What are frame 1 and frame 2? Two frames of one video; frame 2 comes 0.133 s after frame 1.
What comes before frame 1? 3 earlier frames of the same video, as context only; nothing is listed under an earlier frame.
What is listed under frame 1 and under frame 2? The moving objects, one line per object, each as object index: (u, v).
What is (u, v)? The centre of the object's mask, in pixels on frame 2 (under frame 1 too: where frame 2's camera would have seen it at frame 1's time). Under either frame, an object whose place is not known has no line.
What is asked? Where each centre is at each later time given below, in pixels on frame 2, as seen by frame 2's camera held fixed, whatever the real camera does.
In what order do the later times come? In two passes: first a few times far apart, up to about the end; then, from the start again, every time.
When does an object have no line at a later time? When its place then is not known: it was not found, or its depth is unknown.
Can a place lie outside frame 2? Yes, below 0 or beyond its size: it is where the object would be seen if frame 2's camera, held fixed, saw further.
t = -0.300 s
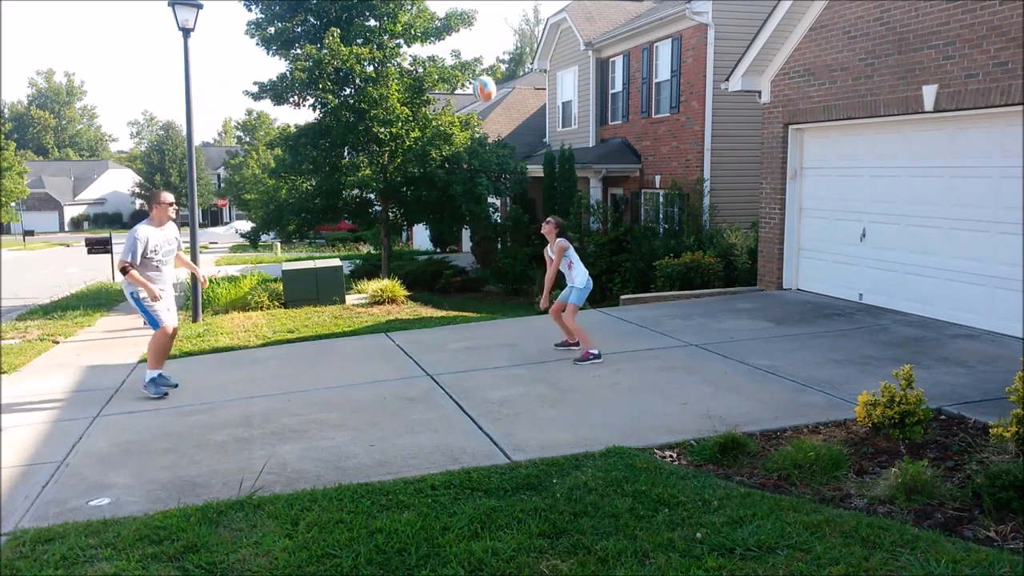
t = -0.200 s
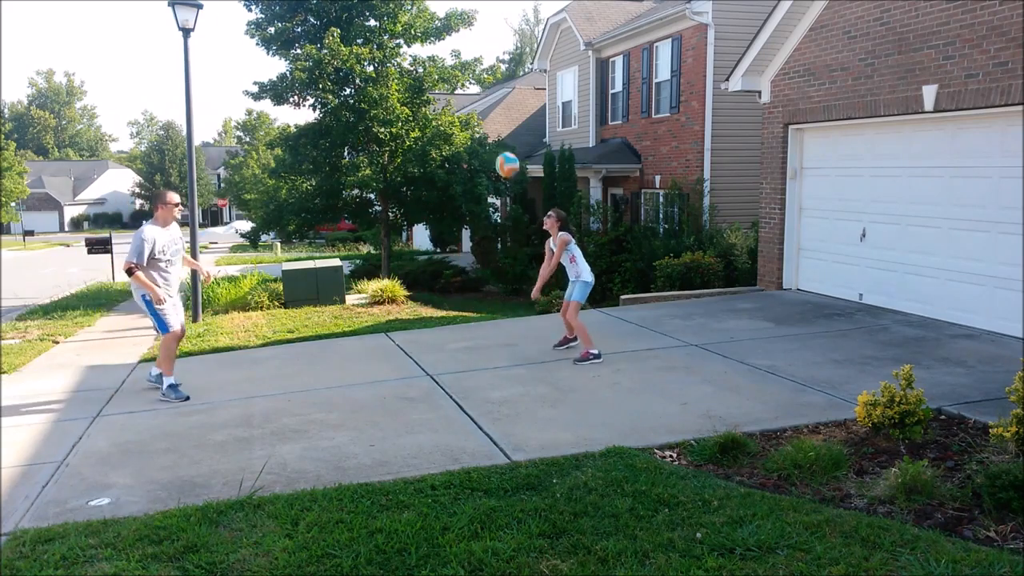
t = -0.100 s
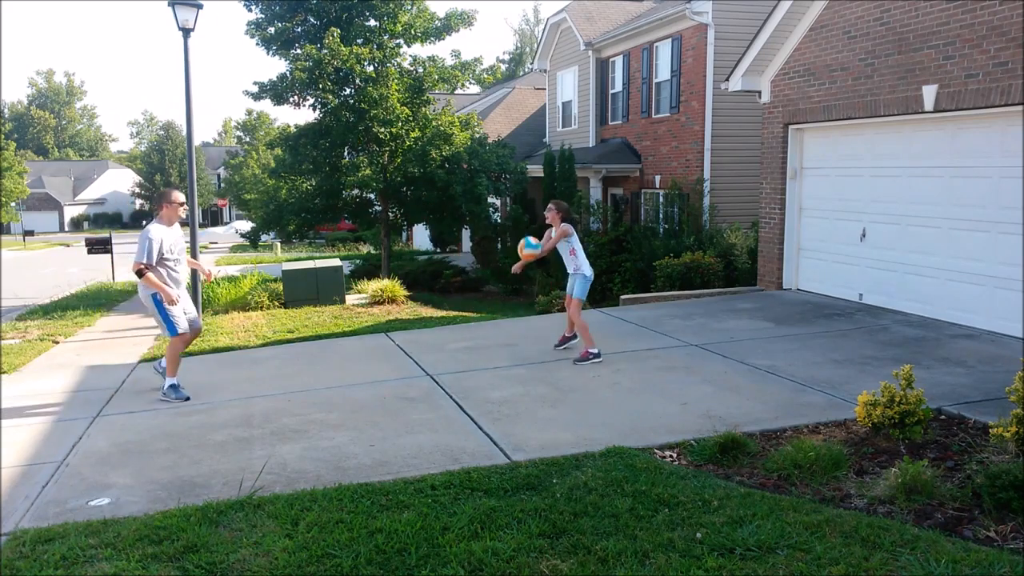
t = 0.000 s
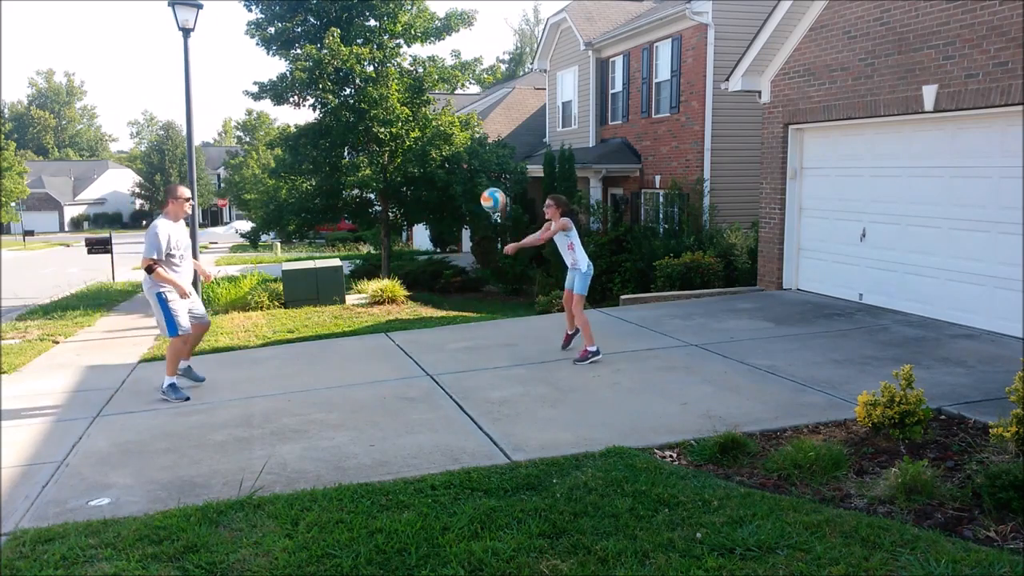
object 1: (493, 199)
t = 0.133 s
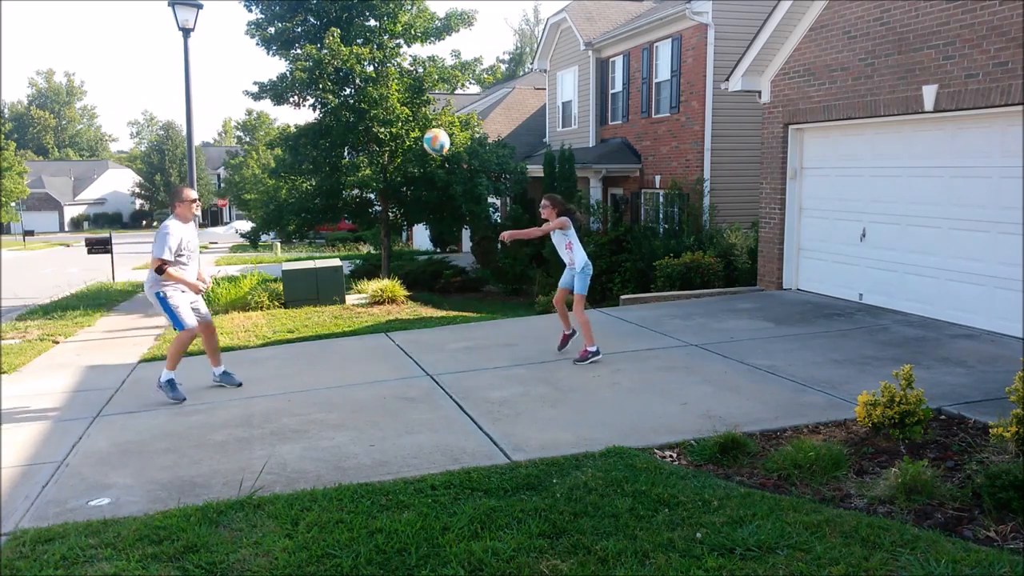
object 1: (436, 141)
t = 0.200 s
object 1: (406, 118)
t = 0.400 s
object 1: (303, 76)
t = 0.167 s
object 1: (421, 129)
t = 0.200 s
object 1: (406, 118)
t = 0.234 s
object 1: (390, 108)
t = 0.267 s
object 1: (374, 99)
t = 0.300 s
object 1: (357, 91)
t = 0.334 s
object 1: (339, 85)
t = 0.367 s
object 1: (322, 78)
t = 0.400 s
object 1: (303, 76)
